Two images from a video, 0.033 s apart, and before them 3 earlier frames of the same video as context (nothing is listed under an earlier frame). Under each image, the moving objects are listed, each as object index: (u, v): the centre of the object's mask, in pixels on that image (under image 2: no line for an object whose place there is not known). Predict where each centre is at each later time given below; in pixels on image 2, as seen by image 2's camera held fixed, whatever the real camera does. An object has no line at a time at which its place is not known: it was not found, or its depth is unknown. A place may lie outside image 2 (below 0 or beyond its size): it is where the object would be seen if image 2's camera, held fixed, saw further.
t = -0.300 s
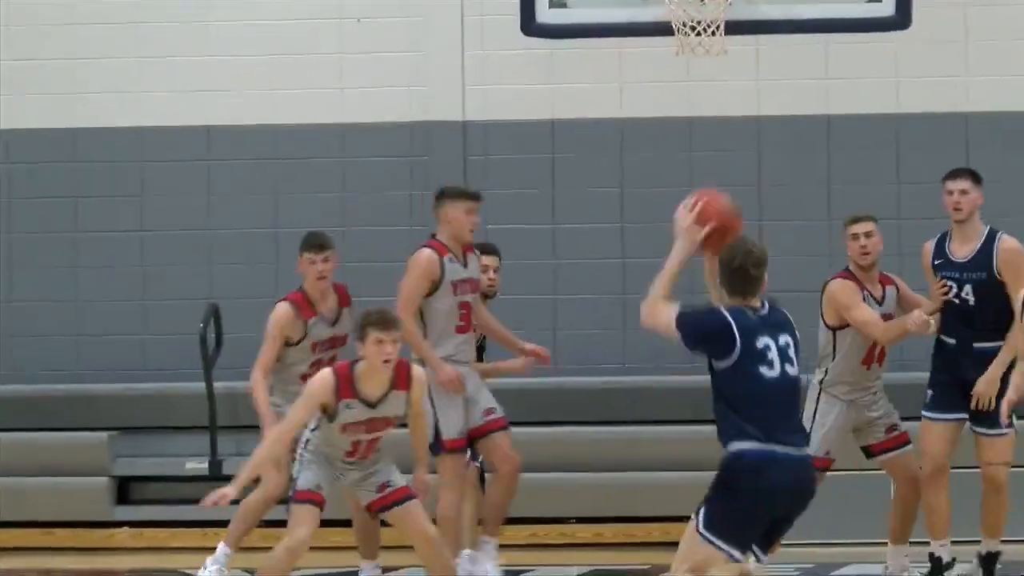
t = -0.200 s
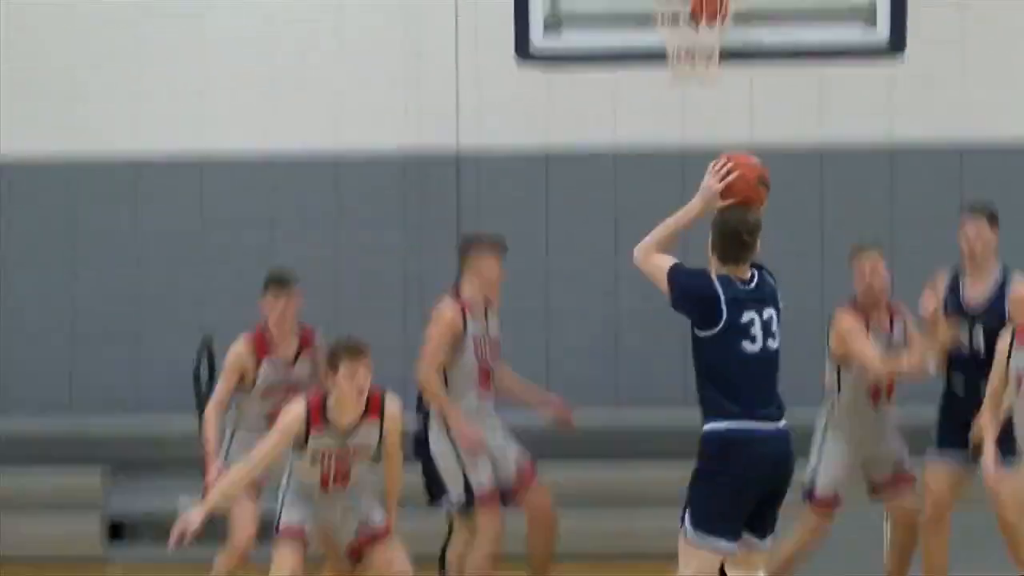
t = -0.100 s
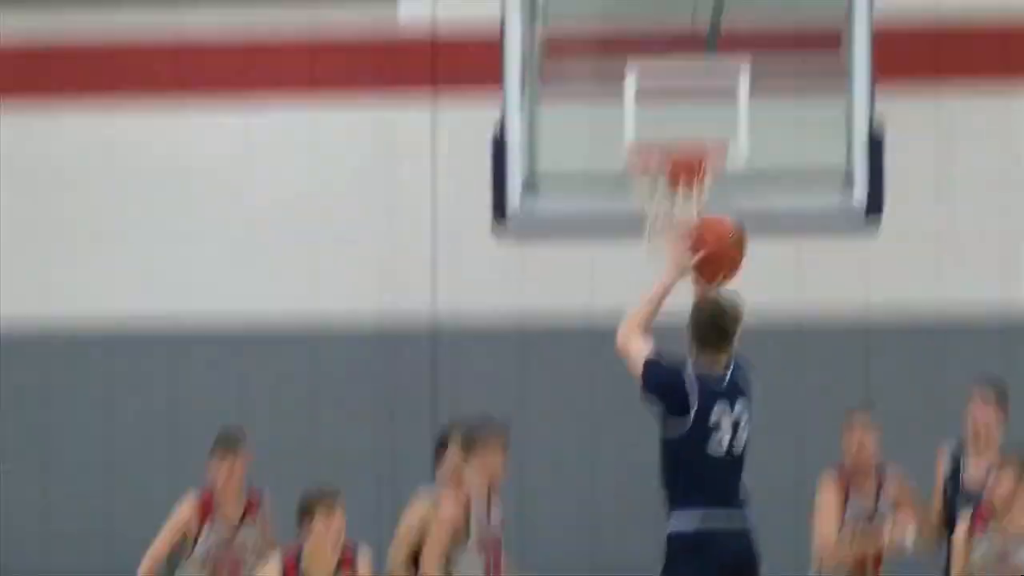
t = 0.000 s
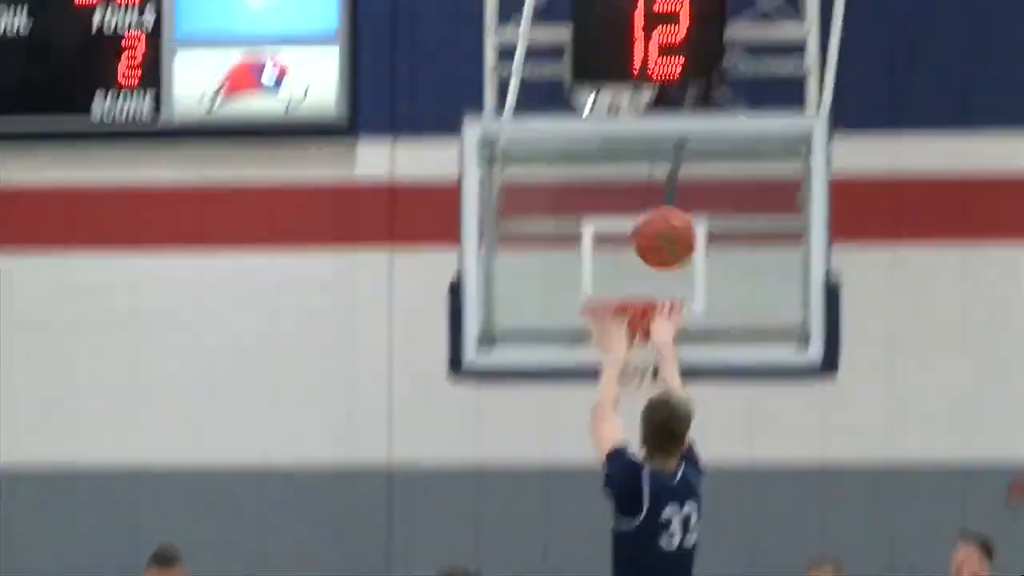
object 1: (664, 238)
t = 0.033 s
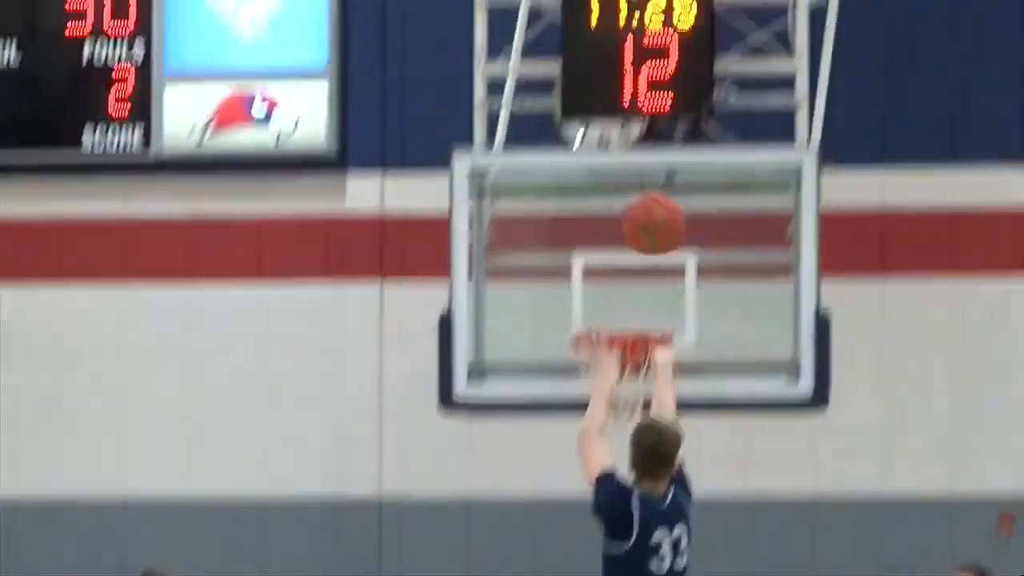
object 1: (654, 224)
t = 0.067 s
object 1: (652, 178)
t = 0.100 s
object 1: (651, 135)
